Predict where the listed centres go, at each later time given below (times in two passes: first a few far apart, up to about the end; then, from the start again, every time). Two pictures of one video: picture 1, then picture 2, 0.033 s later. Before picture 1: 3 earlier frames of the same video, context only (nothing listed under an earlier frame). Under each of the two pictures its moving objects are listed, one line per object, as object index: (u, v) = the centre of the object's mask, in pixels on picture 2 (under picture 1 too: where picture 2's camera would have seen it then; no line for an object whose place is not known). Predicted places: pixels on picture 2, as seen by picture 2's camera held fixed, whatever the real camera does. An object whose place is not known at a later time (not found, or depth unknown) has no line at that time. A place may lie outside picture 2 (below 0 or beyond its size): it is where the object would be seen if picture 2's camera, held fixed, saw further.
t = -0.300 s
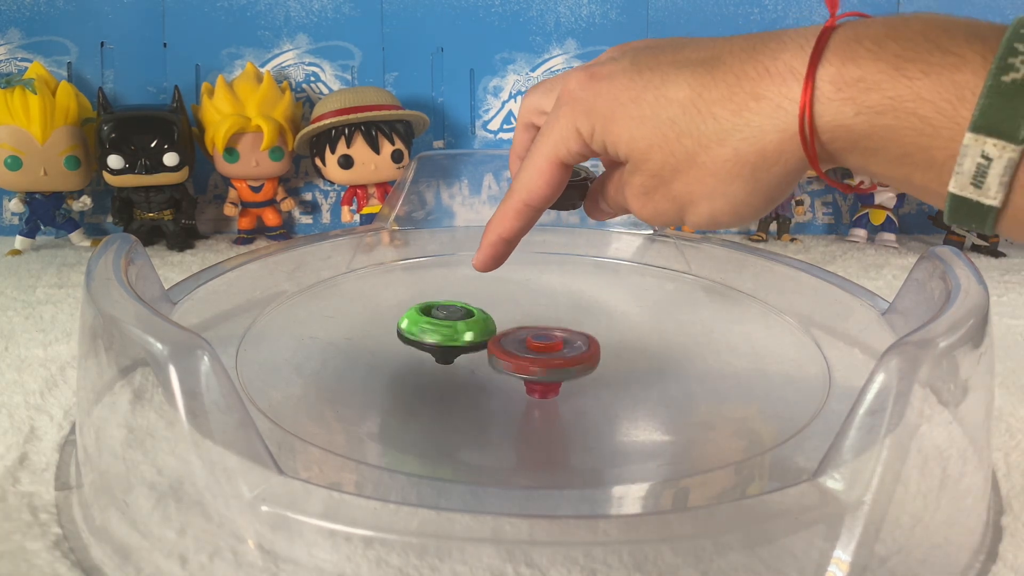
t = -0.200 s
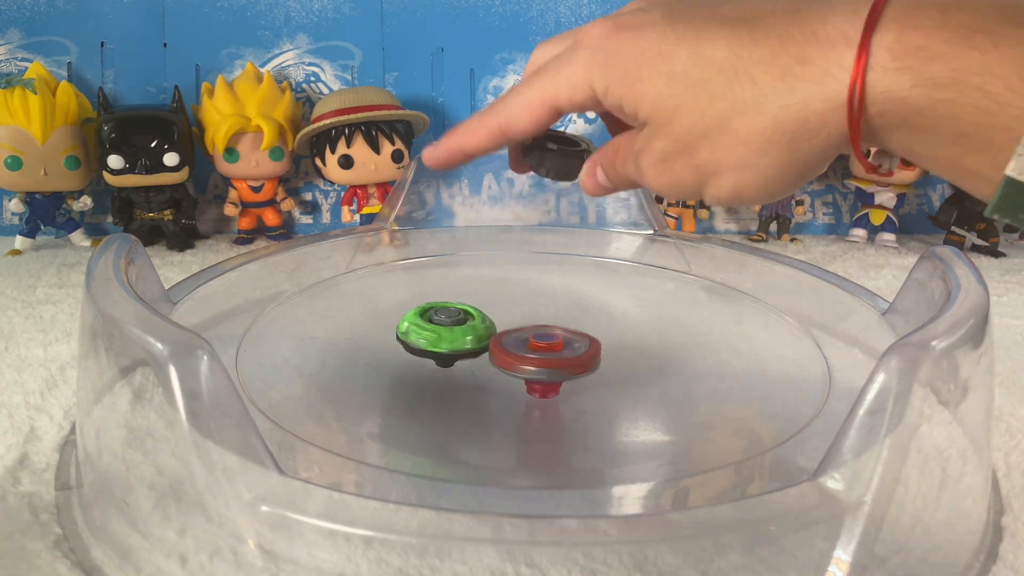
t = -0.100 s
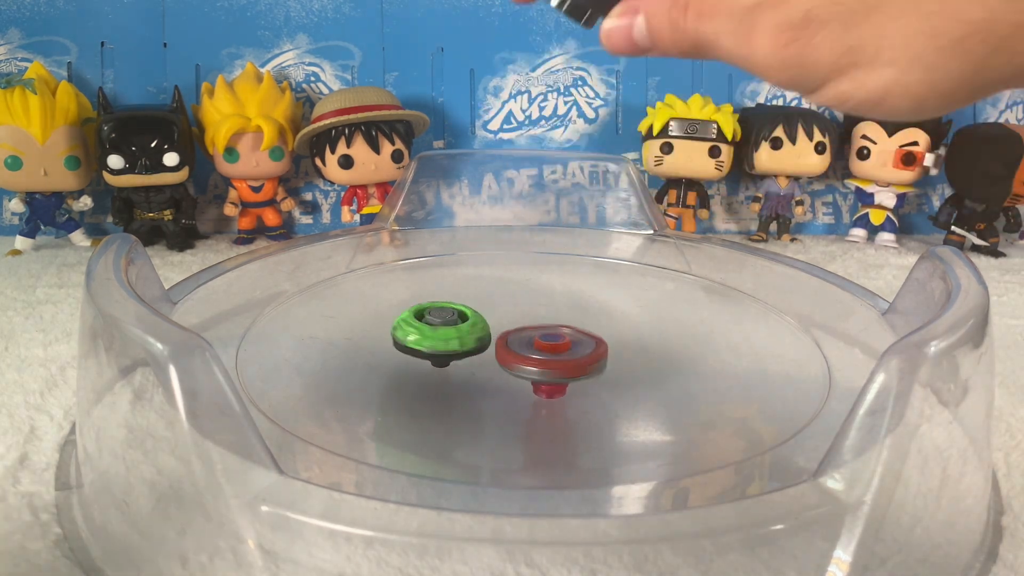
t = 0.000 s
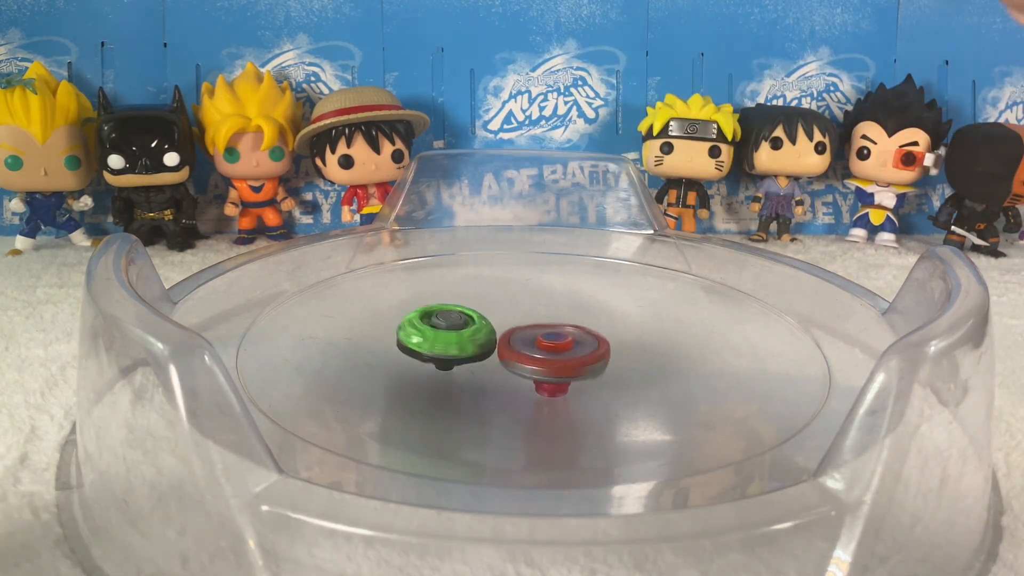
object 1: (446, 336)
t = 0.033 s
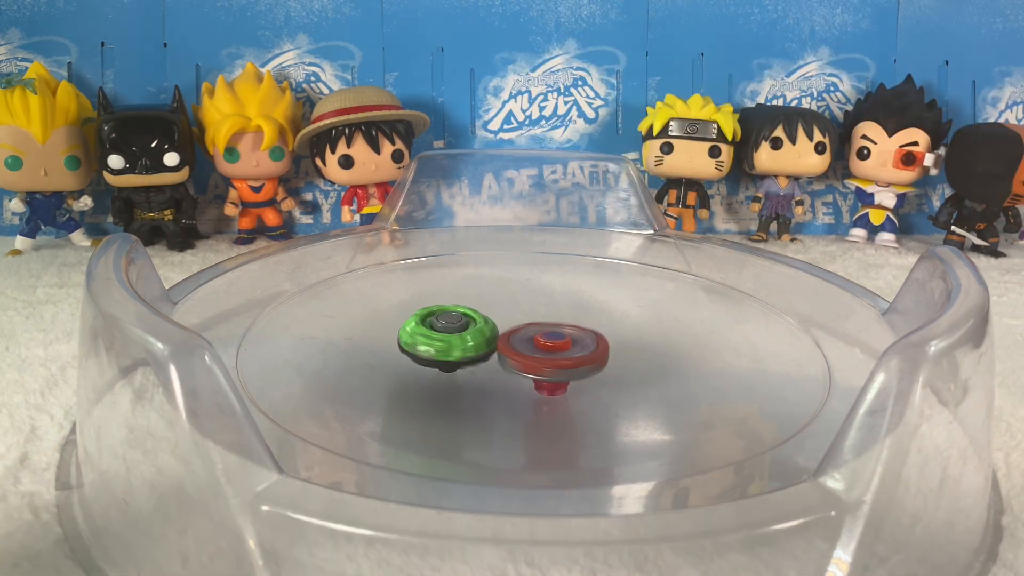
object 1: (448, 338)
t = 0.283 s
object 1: (452, 344)
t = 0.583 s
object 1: (472, 358)
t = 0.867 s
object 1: (472, 369)
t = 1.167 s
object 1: (463, 373)
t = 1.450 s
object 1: (523, 373)
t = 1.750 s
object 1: (563, 379)
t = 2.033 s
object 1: (567, 391)
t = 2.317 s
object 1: (578, 372)
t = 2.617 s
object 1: (619, 352)
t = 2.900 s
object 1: (620, 346)
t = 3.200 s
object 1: (620, 338)
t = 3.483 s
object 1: (610, 331)
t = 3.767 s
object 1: (573, 322)
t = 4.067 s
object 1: (560, 308)
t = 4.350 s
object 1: (556, 310)
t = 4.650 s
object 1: (513, 311)
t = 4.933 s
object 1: (491, 312)
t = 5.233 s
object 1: (479, 321)
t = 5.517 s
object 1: (467, 318)
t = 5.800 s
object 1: (465, 341)
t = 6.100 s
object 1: (452, 347)
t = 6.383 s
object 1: (407, 334)
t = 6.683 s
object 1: (472, 346)
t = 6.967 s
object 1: (435, 369)
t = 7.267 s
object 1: (473, 373)
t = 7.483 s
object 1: (542, 382)
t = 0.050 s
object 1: (449, 338)
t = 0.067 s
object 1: (449, 339)
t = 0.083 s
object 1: (450, 340)
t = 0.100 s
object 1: (451, 340)
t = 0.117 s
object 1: (453, 341)
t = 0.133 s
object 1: (451, 341)
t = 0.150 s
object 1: (449, 340)
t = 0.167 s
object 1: (448, 340)
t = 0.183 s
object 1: (448, 341)
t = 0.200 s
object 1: (449, 341)
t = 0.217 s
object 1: (450, 342)
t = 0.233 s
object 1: (450, 342)
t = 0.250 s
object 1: (450, 343)
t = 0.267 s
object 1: (451, 344)
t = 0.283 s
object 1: (452, 344)
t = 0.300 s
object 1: (453, 345)
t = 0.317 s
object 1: (454, 345)
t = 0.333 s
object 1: (455, 346)
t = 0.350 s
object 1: (457, 347)
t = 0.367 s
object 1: (458, 348)
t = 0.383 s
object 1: (460, 349)
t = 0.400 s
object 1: (461, 349)
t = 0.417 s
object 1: (463, 350)
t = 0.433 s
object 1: (464, 351)
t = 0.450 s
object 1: (465, 352)
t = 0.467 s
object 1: (466, 353)
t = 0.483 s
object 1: (467, 353)
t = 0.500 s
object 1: (468, 354)
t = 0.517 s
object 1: (469, 355)
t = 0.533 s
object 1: (471, 356)
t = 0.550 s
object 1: (472, 356)
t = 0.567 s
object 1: (472, 357)
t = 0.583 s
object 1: (472, 358)
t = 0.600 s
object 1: (473, 359)
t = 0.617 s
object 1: (474, 359)
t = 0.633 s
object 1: (475, 360)
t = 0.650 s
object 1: (477, 360)
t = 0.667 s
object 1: (477, 361)
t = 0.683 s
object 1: (478, 362)
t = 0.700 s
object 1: (479, 363)
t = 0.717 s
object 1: (480, 363)
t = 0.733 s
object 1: (482, 363)
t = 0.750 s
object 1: (482, 364)
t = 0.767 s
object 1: (482, 365)
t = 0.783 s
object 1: (483, 365)
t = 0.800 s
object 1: (484, 365)
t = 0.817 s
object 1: (485, 366)
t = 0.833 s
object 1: (487, 366)
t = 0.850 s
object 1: (479, 367)
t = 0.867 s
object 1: (472, 369)
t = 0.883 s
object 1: (466, 370)
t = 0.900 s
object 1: (460, 371)
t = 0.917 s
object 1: (457, 372)
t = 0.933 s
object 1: (454, 372)
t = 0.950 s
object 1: (453, 373)
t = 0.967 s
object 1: (453, 373)
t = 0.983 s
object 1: (453, 373)
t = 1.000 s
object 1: (454, 373)
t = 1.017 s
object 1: (454, 373)
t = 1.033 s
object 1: (454, 373)
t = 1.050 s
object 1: (455, 373)
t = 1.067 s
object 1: (456, 373)
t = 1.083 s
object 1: (457, 373)
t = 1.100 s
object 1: (457, 373)
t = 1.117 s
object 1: (459, 373)
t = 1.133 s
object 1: (460, 373)
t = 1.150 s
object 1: (462, 373)
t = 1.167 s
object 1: (463, 373)
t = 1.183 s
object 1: (466, 372)
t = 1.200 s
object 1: (468, 372)
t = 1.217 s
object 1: (471, 372)
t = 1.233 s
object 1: (474, 372)
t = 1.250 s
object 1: (477, 372)
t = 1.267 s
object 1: (480, 371)
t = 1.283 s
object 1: (484, 371)
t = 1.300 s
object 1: (488, 371)
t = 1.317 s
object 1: (492, 371)
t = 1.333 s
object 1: (496, 371)
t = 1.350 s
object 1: (500, 371)
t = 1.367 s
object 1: (504, 371)
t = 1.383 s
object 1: (508, 372)
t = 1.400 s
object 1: (512, 372)
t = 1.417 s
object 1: (515, 373)
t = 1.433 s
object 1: (519, 373)
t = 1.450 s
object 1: (523, 373)
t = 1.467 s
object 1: (525, 373)
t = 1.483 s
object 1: (528, 375)
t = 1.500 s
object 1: (531, 375)
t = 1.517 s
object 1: (534, 375)
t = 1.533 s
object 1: (537, 375)
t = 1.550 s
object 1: (540, 376)
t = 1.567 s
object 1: (543, 376)
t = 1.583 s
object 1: (546, 377)
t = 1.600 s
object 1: (548, 377)
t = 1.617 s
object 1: (551, 378)
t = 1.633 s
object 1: (553, 378)
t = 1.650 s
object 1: (555, 378)
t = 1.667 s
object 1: (556, 378)
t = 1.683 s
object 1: (558, 379)
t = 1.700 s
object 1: (560, 379)
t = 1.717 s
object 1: (561, 379)
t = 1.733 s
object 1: (562, 379)
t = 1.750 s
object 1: (563, 379)
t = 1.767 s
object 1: (564, 379)
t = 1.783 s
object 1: (565, 379)
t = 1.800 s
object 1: (566, 380)
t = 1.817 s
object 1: (567, 384)
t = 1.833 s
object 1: (569, 387)
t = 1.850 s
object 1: (569, 389)
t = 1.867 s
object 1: (570, 391)
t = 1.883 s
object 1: (569, 392)
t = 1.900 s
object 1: (569, 393)
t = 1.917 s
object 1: (568, 393)
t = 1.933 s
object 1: (568, 393)
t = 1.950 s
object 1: (569, 392)
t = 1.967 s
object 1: (569, 392)
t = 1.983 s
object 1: (568, 392)
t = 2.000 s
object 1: (568, 392)
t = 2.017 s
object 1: (568, 391)
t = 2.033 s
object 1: (567, 391)
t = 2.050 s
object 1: (567, 390)
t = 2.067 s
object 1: (566, 390)
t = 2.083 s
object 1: (565, 389)
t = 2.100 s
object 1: (564, 388)
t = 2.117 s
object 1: (564, 387)
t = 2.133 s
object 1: (564, 386)
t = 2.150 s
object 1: (563, 385)
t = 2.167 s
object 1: (564, 383)
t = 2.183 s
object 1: (564, 381)
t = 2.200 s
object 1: (563, 379)
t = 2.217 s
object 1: (563, 378)
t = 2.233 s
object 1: (565, 377)
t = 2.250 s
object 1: (569, 376)
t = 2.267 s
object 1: (572, 375)
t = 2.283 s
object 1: (575, 374)
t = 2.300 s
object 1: (577, 373)
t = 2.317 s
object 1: (578, 372)
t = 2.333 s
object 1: (580, 371)
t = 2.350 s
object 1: (583, 369)
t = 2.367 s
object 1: (585, 368)
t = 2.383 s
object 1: (588, 367)
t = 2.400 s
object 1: (591, 366)
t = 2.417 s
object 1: (593, 364)
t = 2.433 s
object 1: (595, 363)
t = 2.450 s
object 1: (598, 361)
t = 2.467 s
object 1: (600, 361)
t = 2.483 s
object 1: (603, 360)
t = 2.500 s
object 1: (605, 358)
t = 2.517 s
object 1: (607, 357)
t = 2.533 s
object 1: (609, 356)
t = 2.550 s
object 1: (611, 355)
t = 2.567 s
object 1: (613, 354)
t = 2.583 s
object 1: (615, 353)
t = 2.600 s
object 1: (617, 353)
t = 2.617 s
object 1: (619, 352)
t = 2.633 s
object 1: (620, 351)
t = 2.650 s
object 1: (621, 351)
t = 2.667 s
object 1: (622, 350)
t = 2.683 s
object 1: (623, 350)
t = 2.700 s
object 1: (624, 349)
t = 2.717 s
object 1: (624, 349)
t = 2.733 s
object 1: (625, 349)
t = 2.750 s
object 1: (625, 348)
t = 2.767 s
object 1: (625, 348)
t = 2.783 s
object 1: (624, 348)
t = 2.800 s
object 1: (623, 347)
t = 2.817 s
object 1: (623, 347)
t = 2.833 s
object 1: (622, 347)
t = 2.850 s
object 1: (621, 347)
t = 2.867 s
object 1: (621, 347)
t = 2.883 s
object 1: (621, 347)
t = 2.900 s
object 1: (620, 346)
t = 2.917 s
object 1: (619, 346)
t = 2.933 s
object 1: (616, 346)
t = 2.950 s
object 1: (618, 346)
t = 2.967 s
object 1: (618, 345)
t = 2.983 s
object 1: (619, 345)
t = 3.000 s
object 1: (618, 345)
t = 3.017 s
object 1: (616, 344)
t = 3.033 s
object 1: (614, 344)
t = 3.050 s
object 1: (613, 344)
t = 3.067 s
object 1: (611, 343)
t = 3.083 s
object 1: (610, 343)
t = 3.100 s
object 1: (609, 342)
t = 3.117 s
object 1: (607, 342)
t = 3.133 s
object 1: (606, 341)
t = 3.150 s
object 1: (604, 341)
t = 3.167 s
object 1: (611, 340)
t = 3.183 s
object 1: (616, 339)
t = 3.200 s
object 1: (620, 338)
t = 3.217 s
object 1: (622, 337)
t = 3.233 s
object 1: (623, 337)
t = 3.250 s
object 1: (622, 336)
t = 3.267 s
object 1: (622, 335)
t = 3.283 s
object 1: (621, 335)
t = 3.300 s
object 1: (621, 334)
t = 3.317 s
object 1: (620, 333)
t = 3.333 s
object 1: (620, 333)
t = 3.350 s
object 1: (620, 332)
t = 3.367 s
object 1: (620, 332)
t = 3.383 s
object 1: (619, 332)
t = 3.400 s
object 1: (618, 332)
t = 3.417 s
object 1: (617, 331)
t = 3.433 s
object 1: (615, 331)
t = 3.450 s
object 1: (614, 331)
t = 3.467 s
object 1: (612, 331)
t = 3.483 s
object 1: (610, 331)
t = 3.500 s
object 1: (608, 331)
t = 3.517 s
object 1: (606, 331)
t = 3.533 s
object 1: (604, 331)
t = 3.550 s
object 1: (602, 331)
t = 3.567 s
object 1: (599, 330)
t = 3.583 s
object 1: (596, 330)
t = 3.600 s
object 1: (593, 330)
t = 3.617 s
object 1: (591, 330)
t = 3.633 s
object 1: (589, 329)
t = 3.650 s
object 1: (586, 329)
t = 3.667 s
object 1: (584, 328)
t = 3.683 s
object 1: (581, 327)
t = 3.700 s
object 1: (580, 326)
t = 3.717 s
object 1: (578, 326)
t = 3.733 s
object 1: (576, 324)
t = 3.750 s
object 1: (575, 323)
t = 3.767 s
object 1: (573, 322)
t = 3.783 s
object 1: (571, 321)
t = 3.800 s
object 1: (570, 320)
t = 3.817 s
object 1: (568, 319)
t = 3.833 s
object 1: (568, 318)
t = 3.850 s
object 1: (567, 317)
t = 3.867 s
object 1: (566, 316)
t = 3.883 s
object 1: (565, 315)
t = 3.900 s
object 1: (564, 314)
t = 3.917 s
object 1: (564, 313)
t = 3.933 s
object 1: (563, 312)
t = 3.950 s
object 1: (562, 312)
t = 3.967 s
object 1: (561, 311)
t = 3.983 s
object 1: (561, 310)
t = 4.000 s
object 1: (561, 310)
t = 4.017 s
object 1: (560, 309)
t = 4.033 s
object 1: (560, 309)
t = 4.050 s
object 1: (561, 308)
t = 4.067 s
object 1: (560, 308)
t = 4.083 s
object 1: (562, 308)
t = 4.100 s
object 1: (563, 307)
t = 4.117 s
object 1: (564, 308)
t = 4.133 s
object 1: (564, 308)
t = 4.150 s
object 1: (564, 308)
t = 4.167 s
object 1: (563, 308)
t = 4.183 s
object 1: (563, 308)
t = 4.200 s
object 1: (563, 308)
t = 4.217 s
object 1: (562, 308)
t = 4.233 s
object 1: (562, 308)
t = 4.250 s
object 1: (562, 308)
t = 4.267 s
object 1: (562, 309)
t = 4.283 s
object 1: (562, 309)
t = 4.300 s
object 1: (560, 309)
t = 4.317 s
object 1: (559, 310)
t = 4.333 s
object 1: (558, 309)
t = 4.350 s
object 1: (556, 310)
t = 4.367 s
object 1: (553, 311)
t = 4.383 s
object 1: (552, 311)
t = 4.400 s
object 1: (550, 312)
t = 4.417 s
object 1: (548, 312)
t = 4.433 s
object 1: (546, 312)
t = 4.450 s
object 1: (545, 313)
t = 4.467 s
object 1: (542, 312)
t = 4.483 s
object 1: (539, 312)
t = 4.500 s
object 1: (536, 312)
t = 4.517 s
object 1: (533, 312)
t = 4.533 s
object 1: (531, 312)
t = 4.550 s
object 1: (527, 312)
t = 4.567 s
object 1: (525, 312)
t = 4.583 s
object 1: (522, 312)
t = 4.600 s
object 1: (520, 312)
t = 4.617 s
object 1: (518, 312)
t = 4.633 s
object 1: (515, 311)
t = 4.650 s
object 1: (513, 311)
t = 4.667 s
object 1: (511, 312)
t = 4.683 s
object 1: (509, 312)
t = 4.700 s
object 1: (507, 312)
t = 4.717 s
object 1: (505, 312)
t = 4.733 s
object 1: (503, 312)
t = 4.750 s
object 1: (501, 312)
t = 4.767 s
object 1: (501, 312)
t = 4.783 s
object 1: (499, 312)
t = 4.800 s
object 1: (498, 312)
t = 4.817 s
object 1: (496, 312)
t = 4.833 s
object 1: (495, 312)
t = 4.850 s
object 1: (494, 312)
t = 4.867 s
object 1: (494, 313)
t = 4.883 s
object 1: (493, 313)
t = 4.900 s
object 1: (492, 313)
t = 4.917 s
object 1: (492, 313)
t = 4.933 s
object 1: (491, 312)
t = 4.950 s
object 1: (491, 313)
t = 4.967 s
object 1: (490, 313)
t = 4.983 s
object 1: (489, 314)
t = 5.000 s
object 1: (488, 314)
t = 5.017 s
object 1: (488, 315)
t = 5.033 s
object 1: (487, 316)
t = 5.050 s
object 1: (487, 316)
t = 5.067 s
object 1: (487, 317)
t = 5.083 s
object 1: (486, 317)
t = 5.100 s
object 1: (486, 317)
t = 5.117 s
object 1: (485, 318)
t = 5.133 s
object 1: (484, 318)
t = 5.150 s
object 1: (483, 319)
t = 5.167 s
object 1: (483, 319)
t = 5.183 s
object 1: (482, 320)
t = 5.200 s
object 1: (481, 320)
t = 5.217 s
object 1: (480, 321)
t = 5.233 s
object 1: (479, 321)
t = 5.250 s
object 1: (478, 322)
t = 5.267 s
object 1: (476, 320)
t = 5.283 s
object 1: (474, 319)
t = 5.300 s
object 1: (471, 318)
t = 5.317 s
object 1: (469, 317)
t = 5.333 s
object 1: (468, 316)
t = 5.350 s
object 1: (468, 315)
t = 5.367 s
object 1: (467, 315)
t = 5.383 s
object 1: (467, 315)
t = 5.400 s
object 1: (467, 315)
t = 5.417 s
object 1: (466, 315)
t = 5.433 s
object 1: (466, 316)
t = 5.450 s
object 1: (466, 316)
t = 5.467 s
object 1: (466, 316)
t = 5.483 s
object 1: (466, 317)
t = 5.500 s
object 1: (466, 317)
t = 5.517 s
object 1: (467, 318)
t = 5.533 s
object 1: (468, 318)
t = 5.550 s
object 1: (468, 319)
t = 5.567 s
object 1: (469, 320)
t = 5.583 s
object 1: (470, 322)
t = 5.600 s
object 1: (470, 323)
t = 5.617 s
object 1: (471, 325)
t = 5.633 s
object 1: (472, 326)
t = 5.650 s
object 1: (472, 328)
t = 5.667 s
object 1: (472, 330)
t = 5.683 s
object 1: (472, 332)
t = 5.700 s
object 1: (471, 334)
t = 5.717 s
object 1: (470, 335)
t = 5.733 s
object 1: (469, 337)
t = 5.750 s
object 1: (468, 338)
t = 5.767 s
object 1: (468, 339)
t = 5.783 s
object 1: (466, 340)
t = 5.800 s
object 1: (465, 341)
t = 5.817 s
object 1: (463, 343)
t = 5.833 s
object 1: (461, 344)
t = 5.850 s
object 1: (460, 344)
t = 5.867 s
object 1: (459, 345)
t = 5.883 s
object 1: (457, 345)
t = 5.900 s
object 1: (456, 346)
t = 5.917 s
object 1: (454, 346)
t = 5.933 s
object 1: (453, 346)
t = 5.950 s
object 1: (452, 346)
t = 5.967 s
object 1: (451, 346)
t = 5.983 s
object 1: (451, 346)
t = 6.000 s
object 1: (452, 346)
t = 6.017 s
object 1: (452, 346)
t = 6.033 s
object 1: (452, 346)
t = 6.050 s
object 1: (452, 346)
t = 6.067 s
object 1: (453, 347)
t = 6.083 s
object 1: (452, 347)
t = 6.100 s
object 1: (452, 347)
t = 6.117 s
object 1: (452, 347)
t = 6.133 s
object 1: (452, 347)
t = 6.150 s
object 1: (452, 346)
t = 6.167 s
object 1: (454, 346)
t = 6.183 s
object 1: (454, 346)
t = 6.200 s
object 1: (453, 346)
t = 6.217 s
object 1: (454, 345)
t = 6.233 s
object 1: (455, 345)
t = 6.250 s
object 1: (456, 346)
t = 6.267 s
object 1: (458, 346)
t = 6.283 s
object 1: (460, 346)
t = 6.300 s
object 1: (451, 345)
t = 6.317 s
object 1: (440, 345)
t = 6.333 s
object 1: (432, 341)
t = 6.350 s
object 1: (421, 337)
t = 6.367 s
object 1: (411, 335)
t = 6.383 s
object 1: (407, 334)
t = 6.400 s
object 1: (404, 333)
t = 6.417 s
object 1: (401, 331)
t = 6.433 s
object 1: (400, 330)
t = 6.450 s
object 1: (401, 330)
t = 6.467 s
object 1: (403, 330)
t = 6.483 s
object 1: (406, 330)
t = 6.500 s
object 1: (410, 331)
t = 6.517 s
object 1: (414, 332)
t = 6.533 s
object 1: (418, 333)
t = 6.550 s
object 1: (423, 335)
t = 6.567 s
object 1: (428, 336)
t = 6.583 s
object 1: (434, 337)
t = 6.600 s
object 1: (439, 338)
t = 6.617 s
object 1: (445, 339)
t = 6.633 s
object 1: (452, 341)
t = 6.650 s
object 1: (458, 342)
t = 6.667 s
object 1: (466, 344)
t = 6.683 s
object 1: (472, 346)
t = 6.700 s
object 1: (479, 348)
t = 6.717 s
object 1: (486, 351)
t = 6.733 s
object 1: (492, 353)
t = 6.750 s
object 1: (497, 355)
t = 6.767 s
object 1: (503, 356)
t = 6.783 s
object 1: (504, 358)
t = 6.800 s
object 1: (490, 358)
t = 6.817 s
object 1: (479, 359)
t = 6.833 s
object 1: (469, 361)
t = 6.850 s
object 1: (461, 362)
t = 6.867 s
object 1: (453, 364)
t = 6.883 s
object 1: (448, 365)
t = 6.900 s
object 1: (444, 367)
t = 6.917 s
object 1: (441, 368)
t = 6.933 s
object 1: (439, 369)
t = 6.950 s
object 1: (437, 369)
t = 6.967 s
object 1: (435, 369)
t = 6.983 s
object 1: (434, 369)
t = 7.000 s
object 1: (431, 369)
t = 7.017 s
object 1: (430, 370)
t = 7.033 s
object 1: (429, 370)
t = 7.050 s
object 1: (428, 370)
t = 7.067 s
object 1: (428, 370)
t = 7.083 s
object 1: (429, 370)
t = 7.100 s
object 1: (430, 370)
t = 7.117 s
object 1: (432, 370)
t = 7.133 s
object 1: (435, 370)
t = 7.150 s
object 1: (438, 371)
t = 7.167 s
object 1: (442, 371)
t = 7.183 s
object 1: (446, 371)
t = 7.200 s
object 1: (450, 372)
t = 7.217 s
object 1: (455, 372)
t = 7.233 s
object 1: (461, 372)
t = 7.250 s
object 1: (467, 372)
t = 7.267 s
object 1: (473, 373)
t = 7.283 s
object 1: (481, 374)
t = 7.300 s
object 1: (487, 375)
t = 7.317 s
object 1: (494, 375)
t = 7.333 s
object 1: (502, 376)
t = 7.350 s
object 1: (508, 376)
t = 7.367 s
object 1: (514, 377)
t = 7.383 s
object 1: (520, 377)
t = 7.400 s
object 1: (524, 378)
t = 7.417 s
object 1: (529, 379)
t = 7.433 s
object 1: (533, 380)
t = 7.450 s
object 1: (536, 381)
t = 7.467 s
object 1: (540, 382)
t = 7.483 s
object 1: (542, 382)
